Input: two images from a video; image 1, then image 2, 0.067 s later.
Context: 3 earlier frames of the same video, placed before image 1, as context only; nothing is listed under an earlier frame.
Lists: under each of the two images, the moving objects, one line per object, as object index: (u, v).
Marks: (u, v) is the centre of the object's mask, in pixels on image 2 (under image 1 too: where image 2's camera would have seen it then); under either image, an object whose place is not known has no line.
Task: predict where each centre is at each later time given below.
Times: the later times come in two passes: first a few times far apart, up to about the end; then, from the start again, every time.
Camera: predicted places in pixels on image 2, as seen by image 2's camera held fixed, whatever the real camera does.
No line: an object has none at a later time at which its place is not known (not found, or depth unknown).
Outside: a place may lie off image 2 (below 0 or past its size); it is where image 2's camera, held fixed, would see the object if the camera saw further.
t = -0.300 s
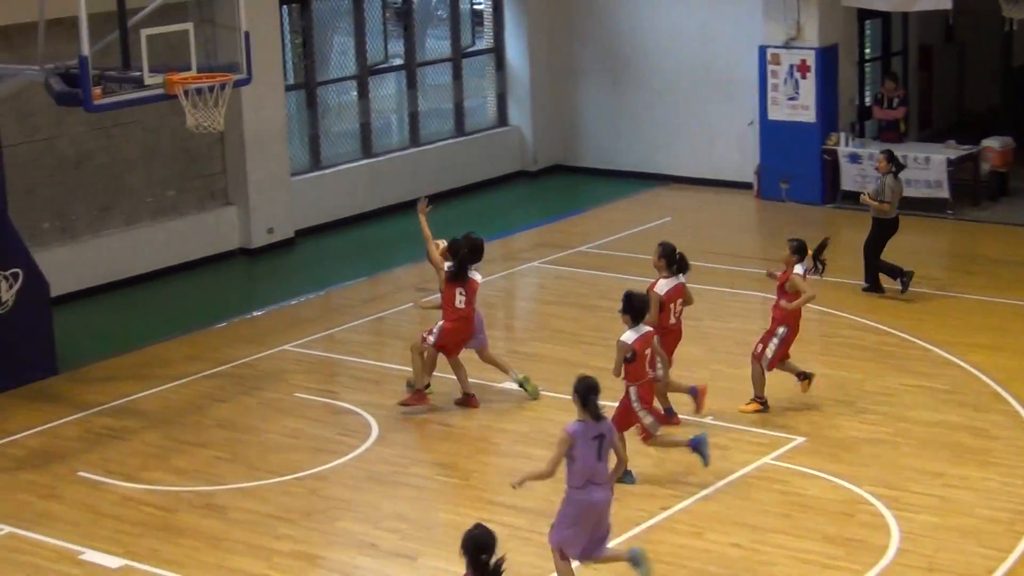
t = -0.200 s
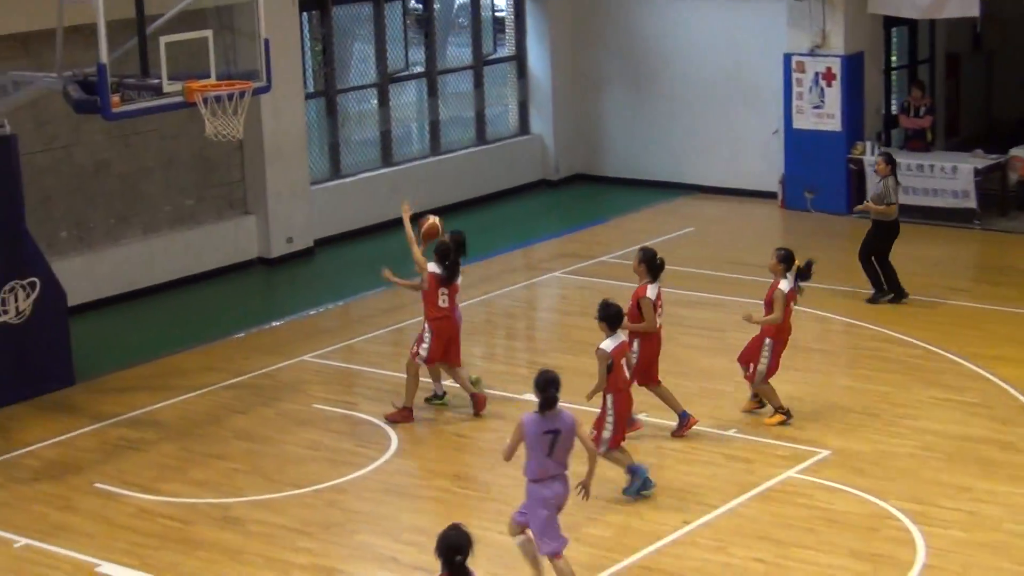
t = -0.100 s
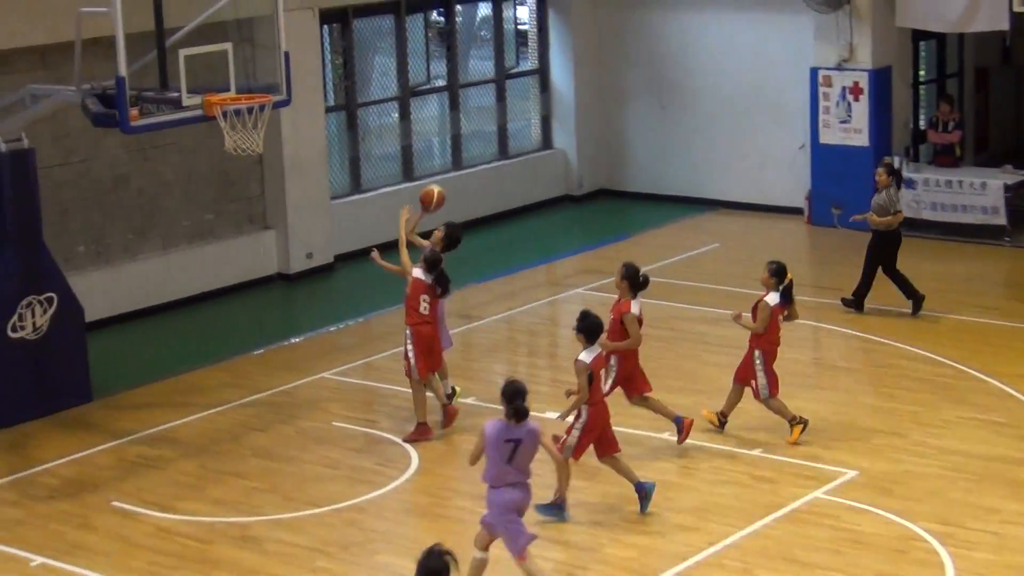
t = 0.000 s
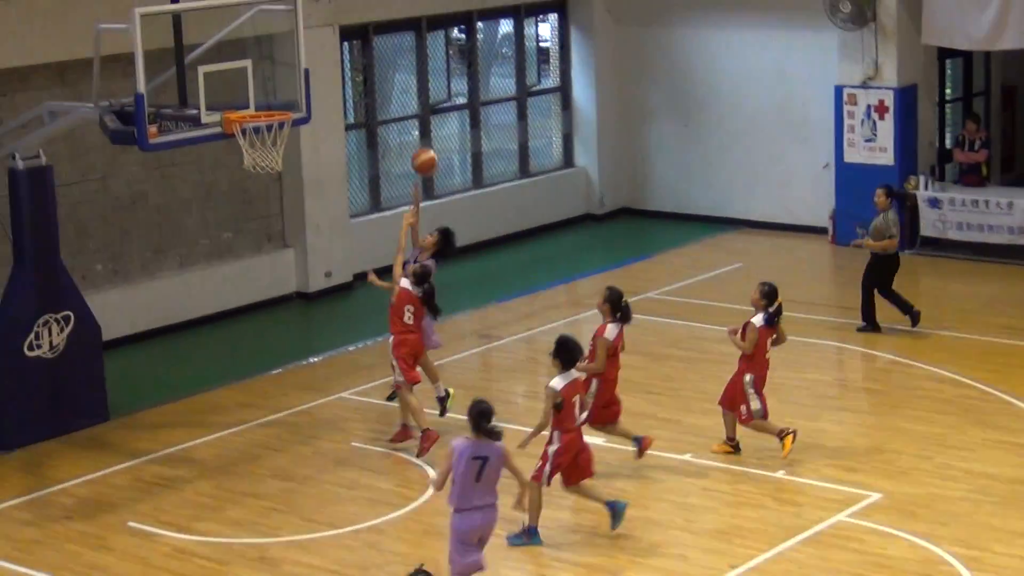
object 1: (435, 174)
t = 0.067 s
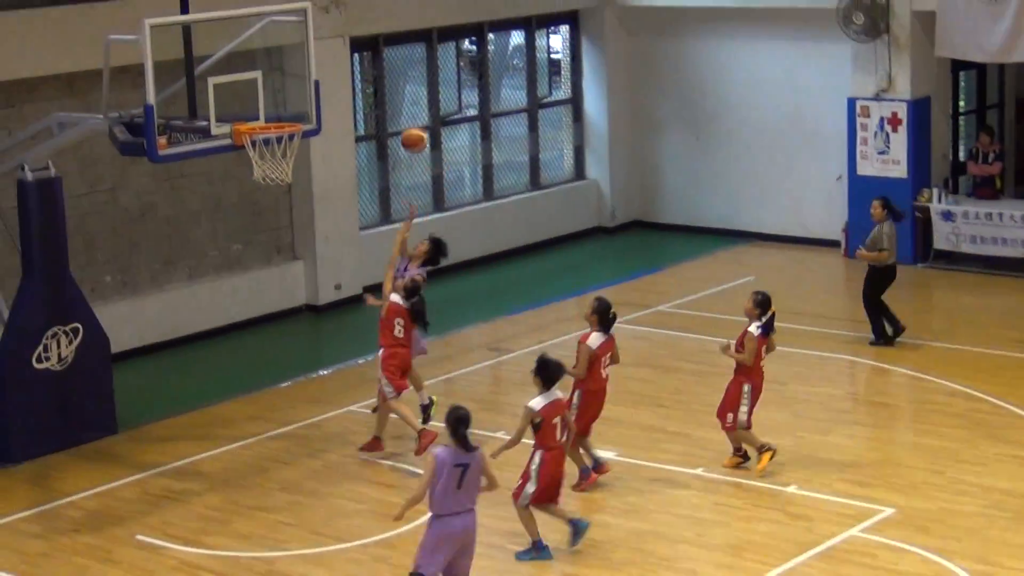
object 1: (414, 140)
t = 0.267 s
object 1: (351, 66)
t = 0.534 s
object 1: (285, 42)
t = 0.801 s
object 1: (276, 111)
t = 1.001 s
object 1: (275, 188)
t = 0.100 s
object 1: (403, 124)
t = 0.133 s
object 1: (393, 110)
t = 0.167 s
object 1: (381, 98)
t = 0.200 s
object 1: (372, 86)
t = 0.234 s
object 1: (361, 75)
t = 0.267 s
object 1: (351, 66)
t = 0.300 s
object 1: (341, 59)
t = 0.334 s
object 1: (331, 52)
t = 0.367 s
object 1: (320, 47)
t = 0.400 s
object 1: (310, 43)
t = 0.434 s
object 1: (299, 40)
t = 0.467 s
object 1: (288, 38)
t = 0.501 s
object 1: (286, 39)
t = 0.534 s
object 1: (285, 42)
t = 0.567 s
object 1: (284, 45)
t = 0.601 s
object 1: (282, 51)
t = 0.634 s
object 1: (282, 58)
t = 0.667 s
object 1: (281, 65)
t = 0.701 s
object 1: (279, 74)
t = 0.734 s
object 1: (278, 85)
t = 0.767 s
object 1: (278, 97)
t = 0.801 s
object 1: (276, 111)
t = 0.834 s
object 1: (276, 121)
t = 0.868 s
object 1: (274, 134)
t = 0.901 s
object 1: (275, 145)
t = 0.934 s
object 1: (276, 153)
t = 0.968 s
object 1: (275, 174)
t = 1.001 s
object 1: (275, 188)
